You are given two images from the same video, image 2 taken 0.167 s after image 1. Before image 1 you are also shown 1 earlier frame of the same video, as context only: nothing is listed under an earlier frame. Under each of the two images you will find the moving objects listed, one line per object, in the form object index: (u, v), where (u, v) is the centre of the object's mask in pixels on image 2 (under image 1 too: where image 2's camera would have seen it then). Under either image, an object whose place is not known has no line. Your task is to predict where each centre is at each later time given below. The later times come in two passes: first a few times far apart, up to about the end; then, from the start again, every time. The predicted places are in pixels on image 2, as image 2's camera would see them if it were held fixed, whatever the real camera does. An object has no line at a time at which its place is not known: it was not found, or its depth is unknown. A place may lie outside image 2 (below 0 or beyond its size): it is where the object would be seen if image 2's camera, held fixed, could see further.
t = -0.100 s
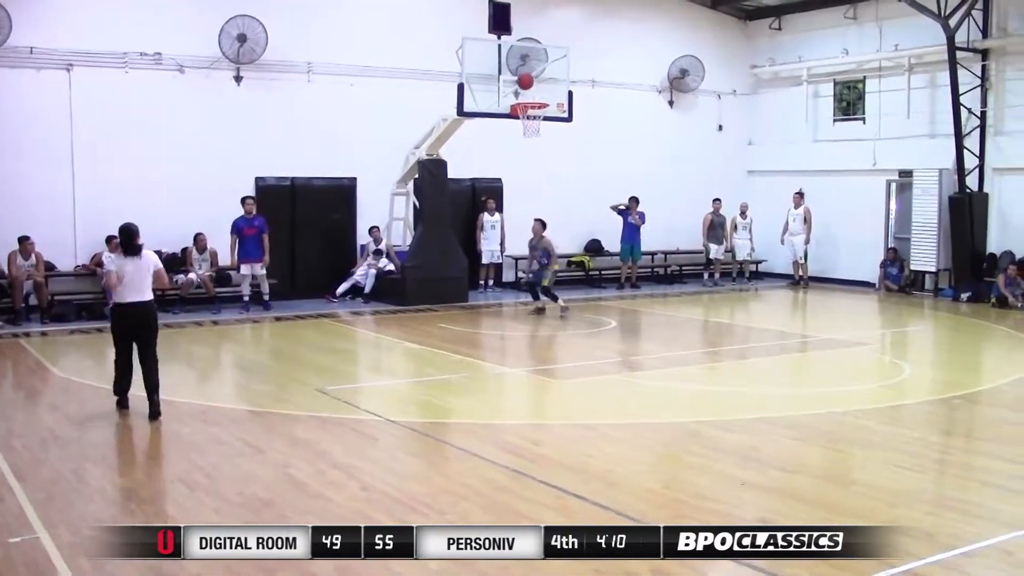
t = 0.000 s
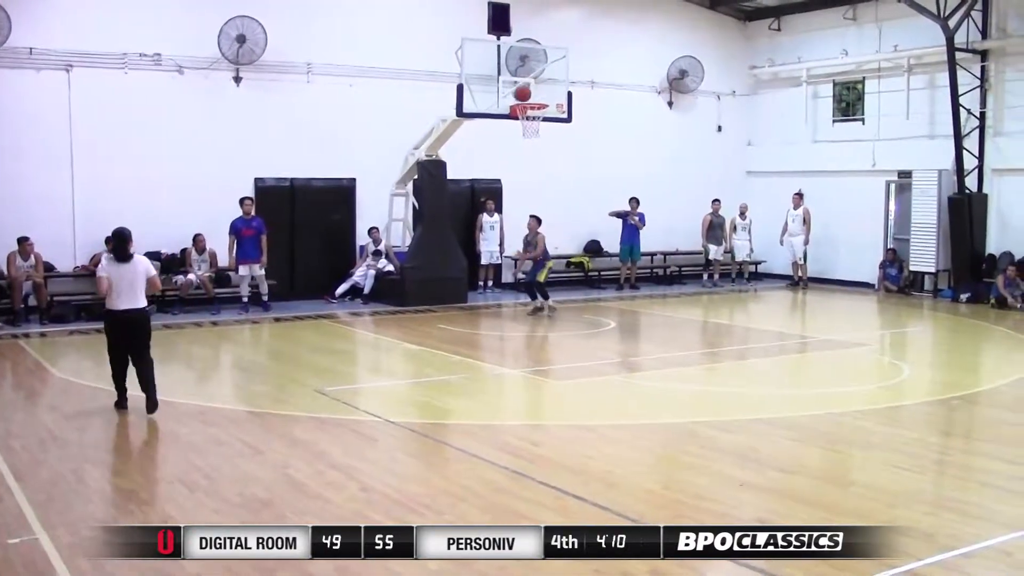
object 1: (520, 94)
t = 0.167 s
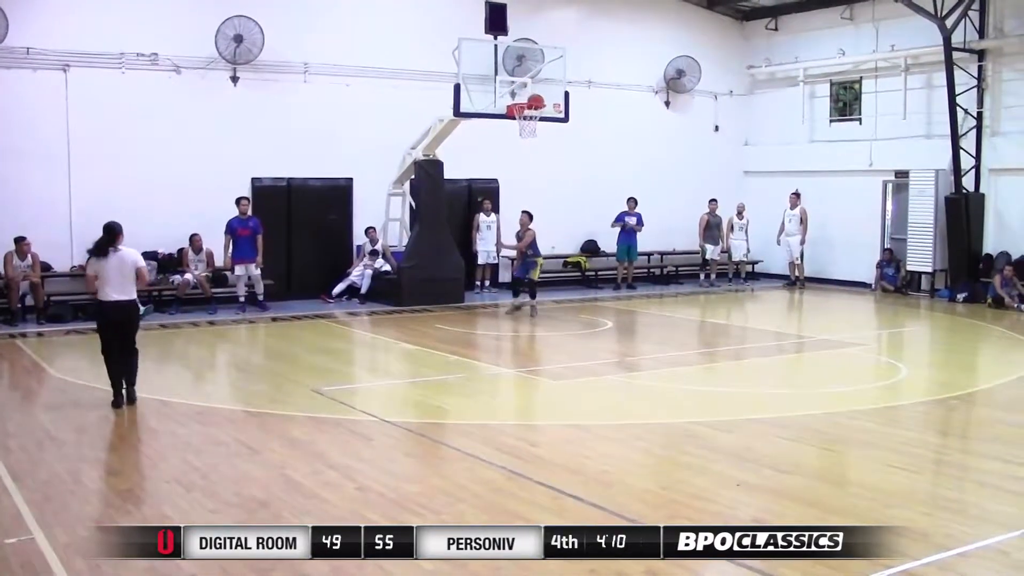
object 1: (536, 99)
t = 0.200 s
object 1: (533, 99)
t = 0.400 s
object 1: (524, 99)
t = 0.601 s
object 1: (539, 114)
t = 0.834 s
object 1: (532, 125)
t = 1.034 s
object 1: (519, 150)
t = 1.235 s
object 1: (505, 202)
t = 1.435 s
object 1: (493, 283)
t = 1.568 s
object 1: (484, 299)
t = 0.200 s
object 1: (533, 99)
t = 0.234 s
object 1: (529, 99)
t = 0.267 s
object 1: (526, 99)
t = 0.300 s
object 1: (525, 99)
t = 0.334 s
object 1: (525, 99)
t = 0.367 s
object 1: (525, 99)
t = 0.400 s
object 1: (524, 99)
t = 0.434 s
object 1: (525, 99)
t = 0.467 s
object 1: (528, 100)
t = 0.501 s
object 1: (532, 106)
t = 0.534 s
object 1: (535, 107)
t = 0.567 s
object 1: (538, 113)
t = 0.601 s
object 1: (539, 114)
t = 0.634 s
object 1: (540, 116)
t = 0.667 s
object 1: (540, 117)
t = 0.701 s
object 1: (539, 119)
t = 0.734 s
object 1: (537, 121)
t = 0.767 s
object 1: (536, 121)
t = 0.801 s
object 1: (535, 124)
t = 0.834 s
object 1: (532, 125)
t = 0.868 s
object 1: (530, 128)
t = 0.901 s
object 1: (528, 131)
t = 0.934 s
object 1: (526, 135)
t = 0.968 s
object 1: (523, 140)
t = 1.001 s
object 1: (521, 145)
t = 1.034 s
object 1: (519, 150)
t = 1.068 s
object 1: (517, 157)
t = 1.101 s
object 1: (515, 165)
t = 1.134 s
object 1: (512, 173)
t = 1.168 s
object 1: (510, 182)
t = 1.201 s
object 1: (508, 192)
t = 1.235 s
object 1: (505, 202)
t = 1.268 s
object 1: (504, 214)
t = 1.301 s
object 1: (501, 226)
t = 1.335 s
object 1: (499, 239)
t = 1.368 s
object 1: (497, 253)
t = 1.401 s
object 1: (494, 267)
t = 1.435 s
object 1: (493, 283)
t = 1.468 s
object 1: (489, 298)
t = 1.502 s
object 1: (486, 315)
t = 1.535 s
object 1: (486, 312)
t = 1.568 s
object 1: (484, 299)
